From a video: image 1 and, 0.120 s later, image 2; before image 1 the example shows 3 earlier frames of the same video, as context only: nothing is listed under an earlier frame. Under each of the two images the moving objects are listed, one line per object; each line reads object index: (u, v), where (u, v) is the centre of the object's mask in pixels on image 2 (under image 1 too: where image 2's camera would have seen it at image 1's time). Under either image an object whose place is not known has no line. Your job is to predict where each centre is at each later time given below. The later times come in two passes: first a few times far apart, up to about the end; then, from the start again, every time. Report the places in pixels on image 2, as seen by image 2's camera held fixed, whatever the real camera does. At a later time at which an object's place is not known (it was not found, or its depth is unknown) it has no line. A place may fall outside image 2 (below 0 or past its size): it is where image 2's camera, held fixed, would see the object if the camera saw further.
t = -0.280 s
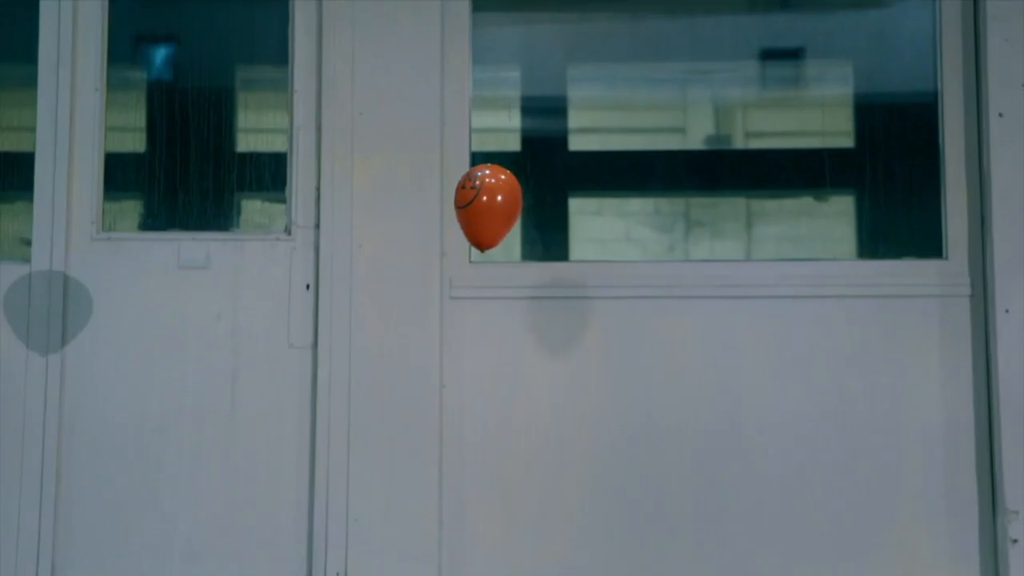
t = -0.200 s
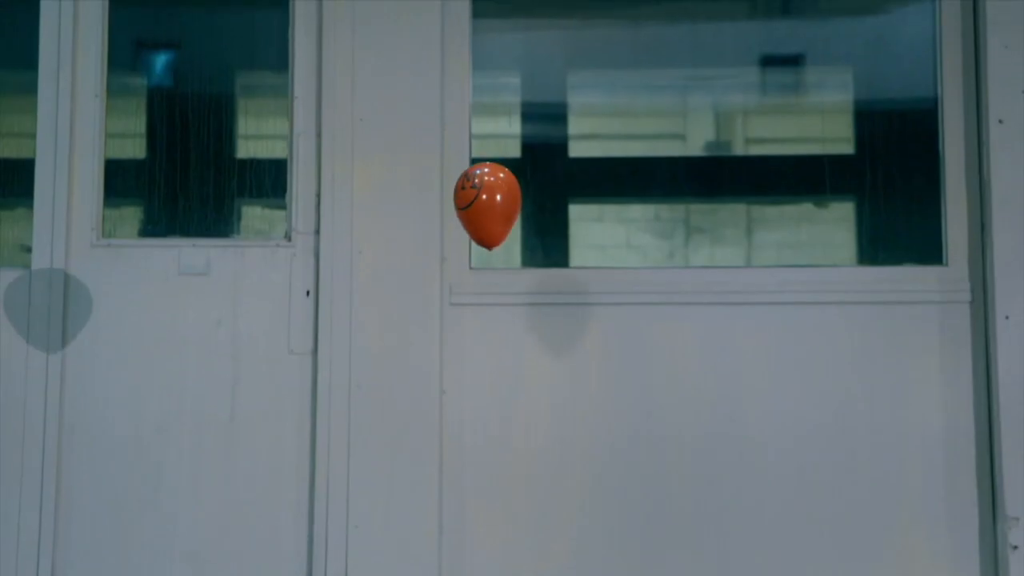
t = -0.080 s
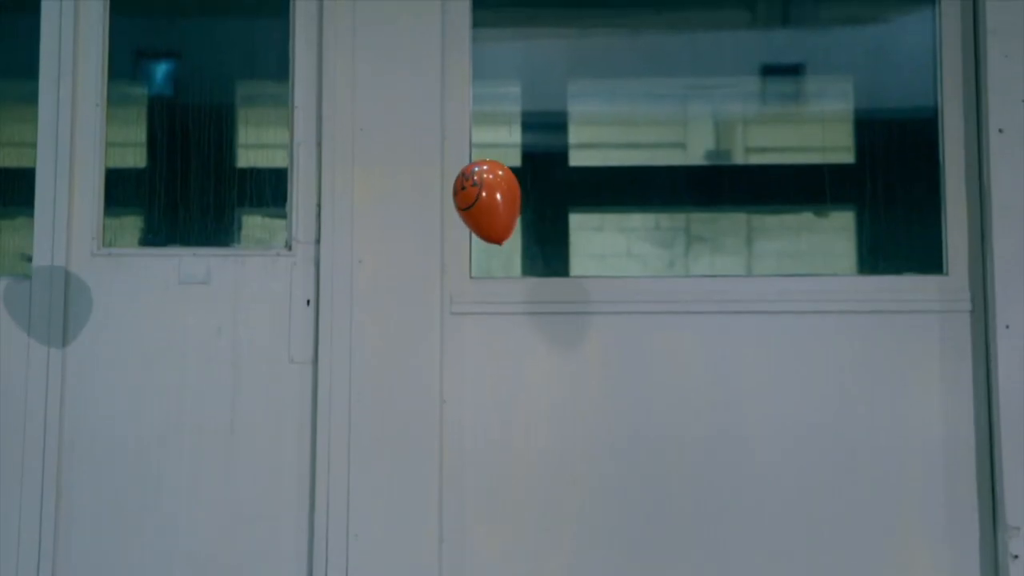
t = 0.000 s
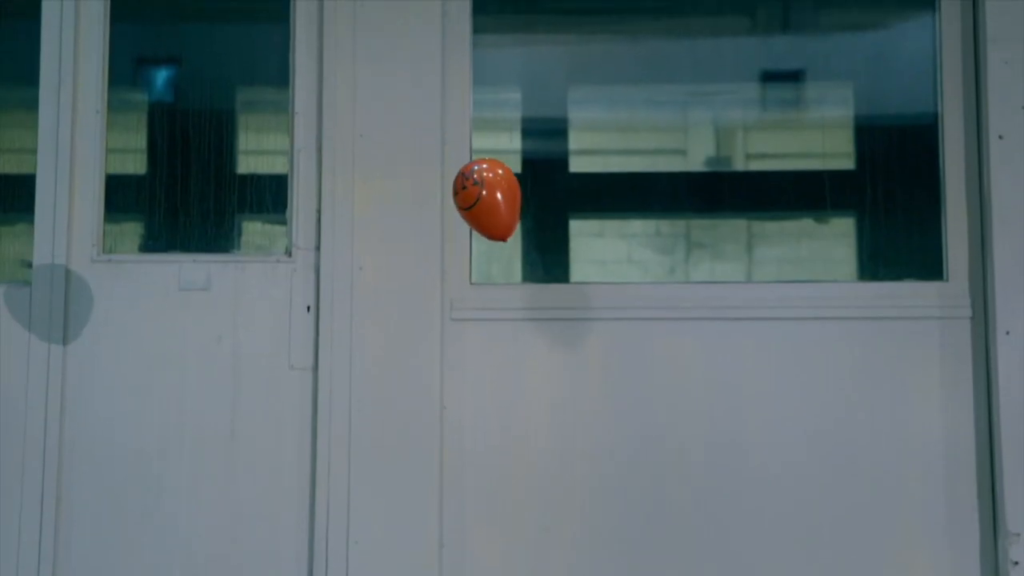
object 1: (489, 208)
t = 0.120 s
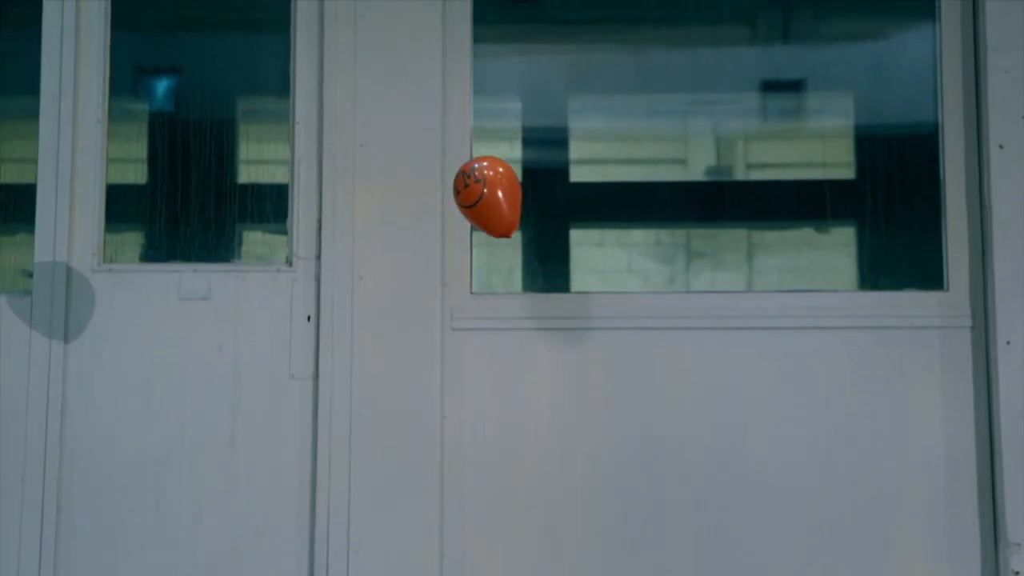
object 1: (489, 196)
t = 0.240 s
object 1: (489, 184)
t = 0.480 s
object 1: (492, 160)
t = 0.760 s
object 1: (497, 132)
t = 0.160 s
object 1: (489, 191)
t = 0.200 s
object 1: (489, 188)
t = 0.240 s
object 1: (489, 184)
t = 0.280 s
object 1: (490, 180)
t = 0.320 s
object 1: (490, 176)
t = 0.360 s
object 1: (491, 172)
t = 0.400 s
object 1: (491, 168)
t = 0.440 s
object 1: (491, 164)
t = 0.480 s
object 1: (492, 160)
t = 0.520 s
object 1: (493, 156)
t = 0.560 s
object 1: (493, 152)
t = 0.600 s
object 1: (494, 148)
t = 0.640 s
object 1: (495, 144)
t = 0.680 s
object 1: (495, 140)
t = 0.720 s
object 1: (496, 136)
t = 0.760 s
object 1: (497, 132)
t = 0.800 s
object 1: (498, 129)
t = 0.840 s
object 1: (499, 125)
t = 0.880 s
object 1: (500, 121)
